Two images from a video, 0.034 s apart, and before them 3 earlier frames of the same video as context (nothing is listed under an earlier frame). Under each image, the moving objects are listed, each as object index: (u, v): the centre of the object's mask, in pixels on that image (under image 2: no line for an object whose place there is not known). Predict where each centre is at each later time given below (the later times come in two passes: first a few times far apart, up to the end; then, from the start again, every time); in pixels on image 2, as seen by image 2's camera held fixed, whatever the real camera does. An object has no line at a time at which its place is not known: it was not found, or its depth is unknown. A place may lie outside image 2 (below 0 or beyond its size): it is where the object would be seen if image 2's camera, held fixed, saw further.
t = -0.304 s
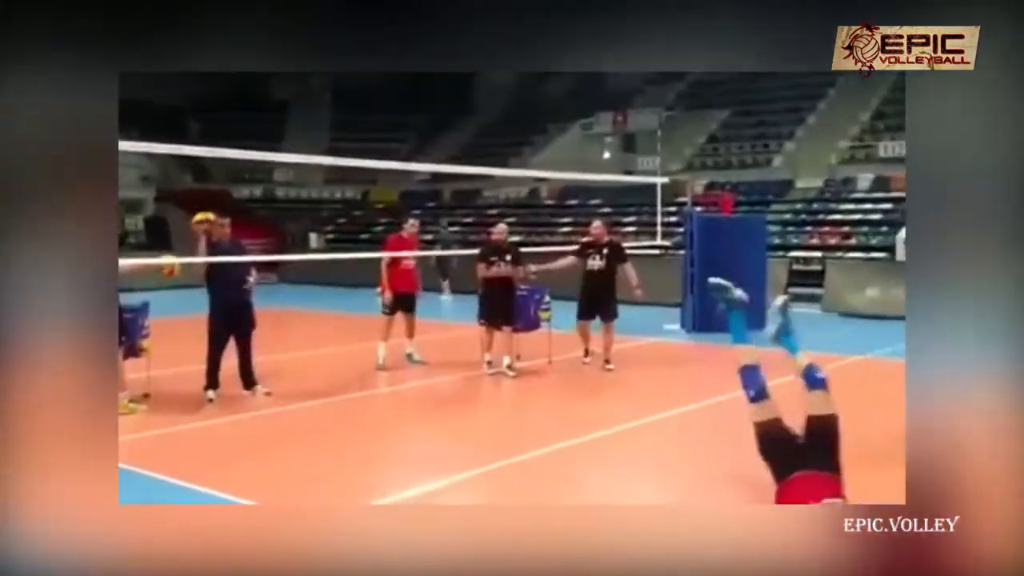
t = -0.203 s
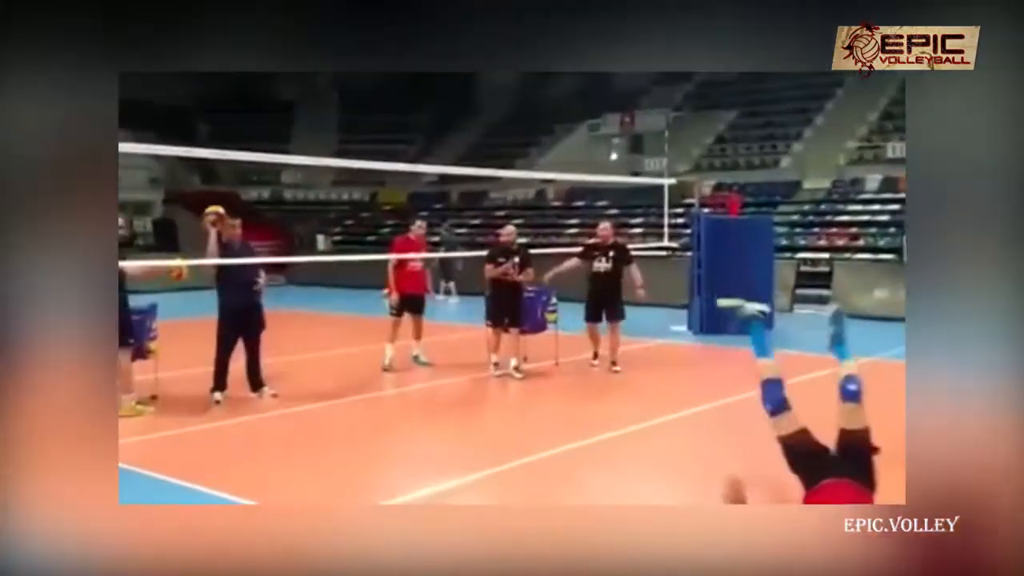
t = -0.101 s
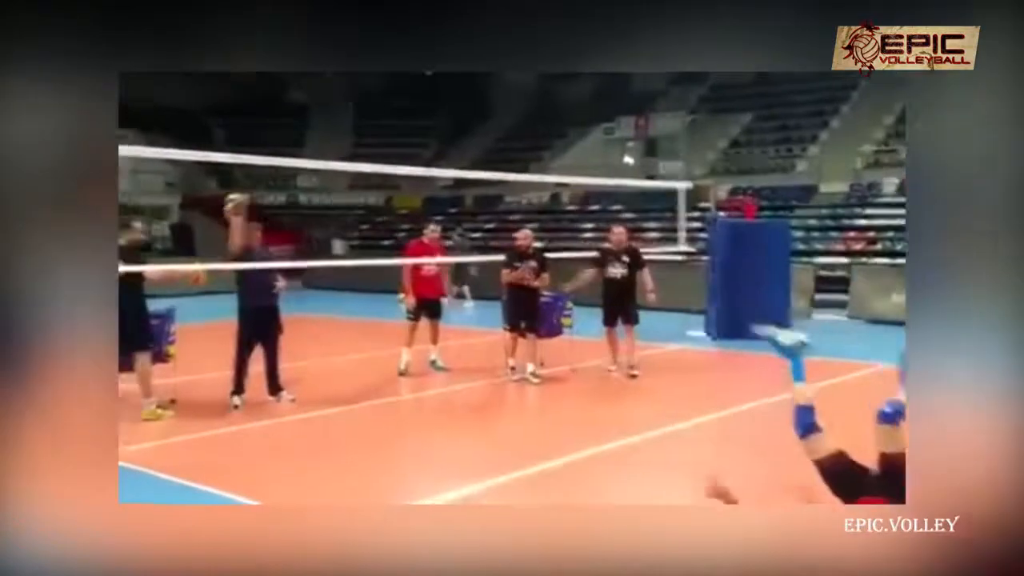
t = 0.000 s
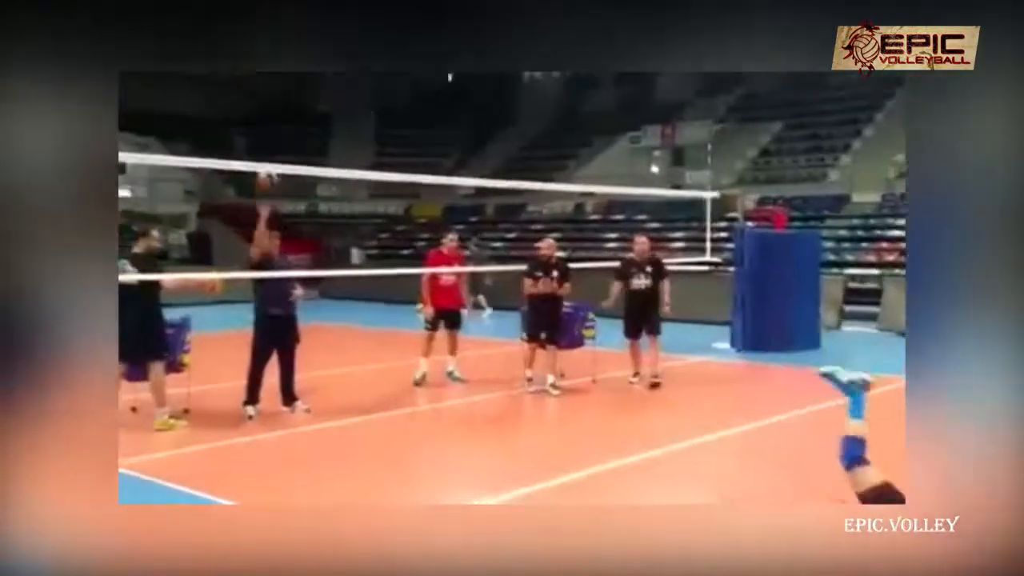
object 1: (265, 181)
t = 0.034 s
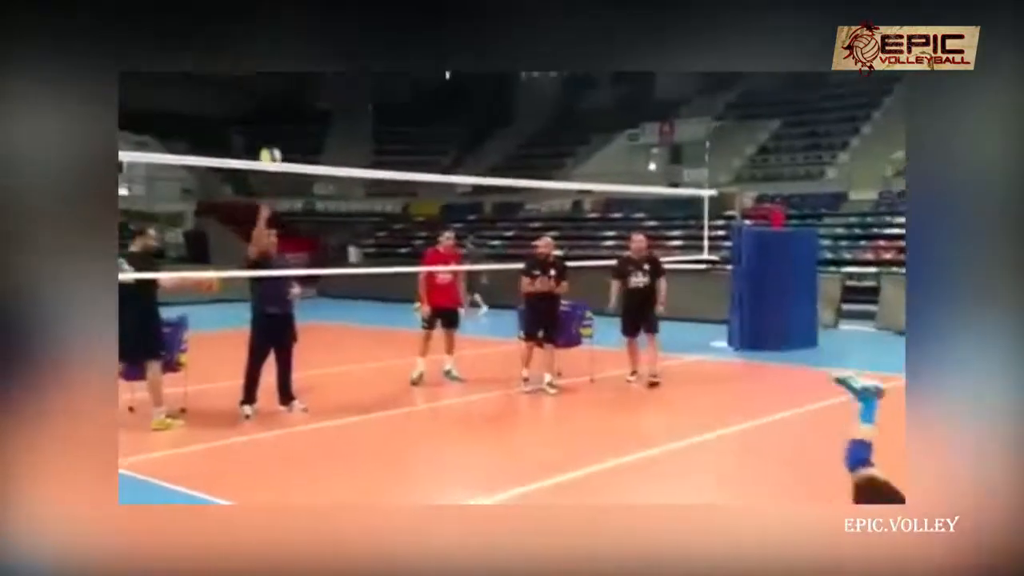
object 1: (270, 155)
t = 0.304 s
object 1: (321, 96)
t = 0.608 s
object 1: (386, 133)
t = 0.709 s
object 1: (409, 170)
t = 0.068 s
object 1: (275, 148)
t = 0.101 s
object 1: (281, 137)
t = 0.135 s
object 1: (286, 129)
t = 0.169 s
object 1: (291, 120)
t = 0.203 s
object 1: (297, 113)
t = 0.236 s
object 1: (308, 102)
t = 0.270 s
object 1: (316, 99)
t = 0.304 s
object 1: (321, 96)
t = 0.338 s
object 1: (326, 94)
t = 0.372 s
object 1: (332, 94)
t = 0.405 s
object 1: (342, 96)
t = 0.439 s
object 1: (349, 98)
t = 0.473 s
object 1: (355, 102)
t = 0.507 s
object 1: (362, 108)
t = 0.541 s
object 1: (370, 115)
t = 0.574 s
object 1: (378, 124)
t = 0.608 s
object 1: (386, 133)
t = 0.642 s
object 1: (394, 143)
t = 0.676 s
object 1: (402, 153)
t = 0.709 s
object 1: (409, 170)
